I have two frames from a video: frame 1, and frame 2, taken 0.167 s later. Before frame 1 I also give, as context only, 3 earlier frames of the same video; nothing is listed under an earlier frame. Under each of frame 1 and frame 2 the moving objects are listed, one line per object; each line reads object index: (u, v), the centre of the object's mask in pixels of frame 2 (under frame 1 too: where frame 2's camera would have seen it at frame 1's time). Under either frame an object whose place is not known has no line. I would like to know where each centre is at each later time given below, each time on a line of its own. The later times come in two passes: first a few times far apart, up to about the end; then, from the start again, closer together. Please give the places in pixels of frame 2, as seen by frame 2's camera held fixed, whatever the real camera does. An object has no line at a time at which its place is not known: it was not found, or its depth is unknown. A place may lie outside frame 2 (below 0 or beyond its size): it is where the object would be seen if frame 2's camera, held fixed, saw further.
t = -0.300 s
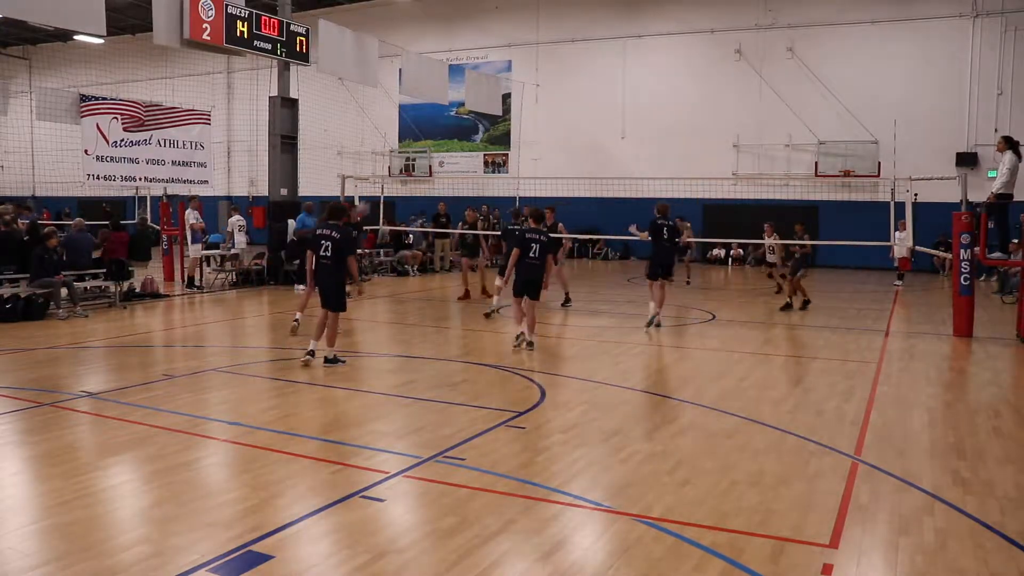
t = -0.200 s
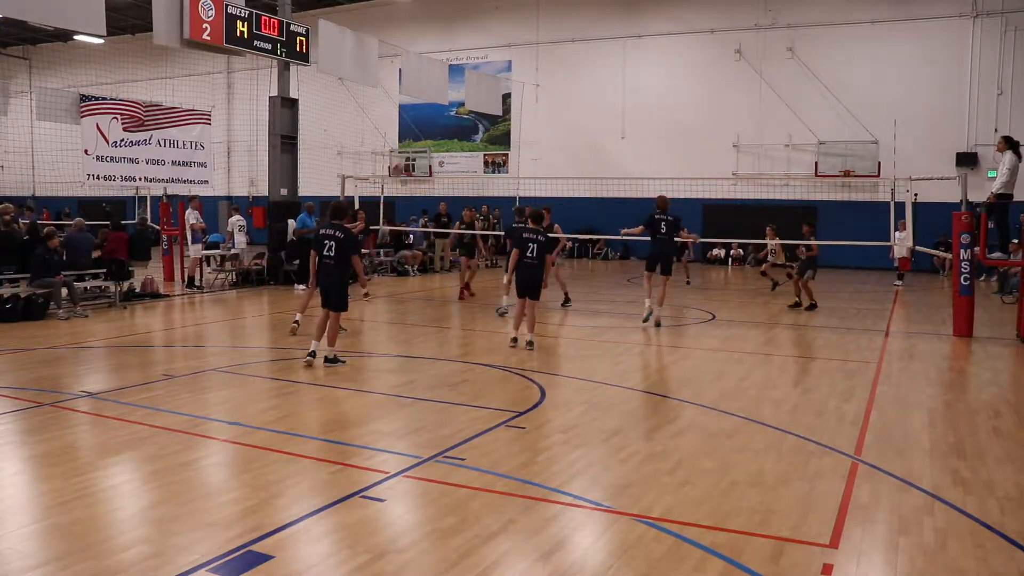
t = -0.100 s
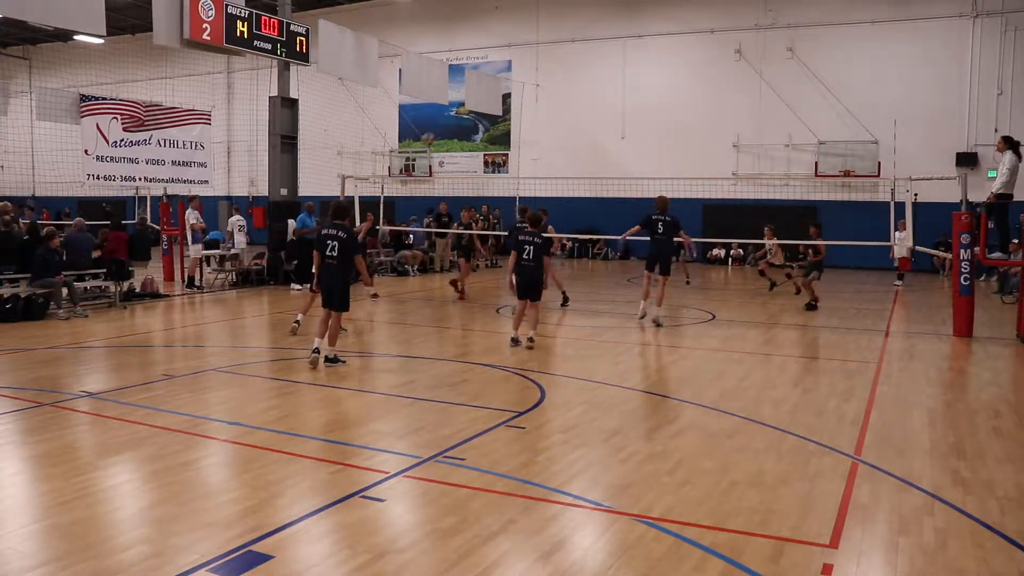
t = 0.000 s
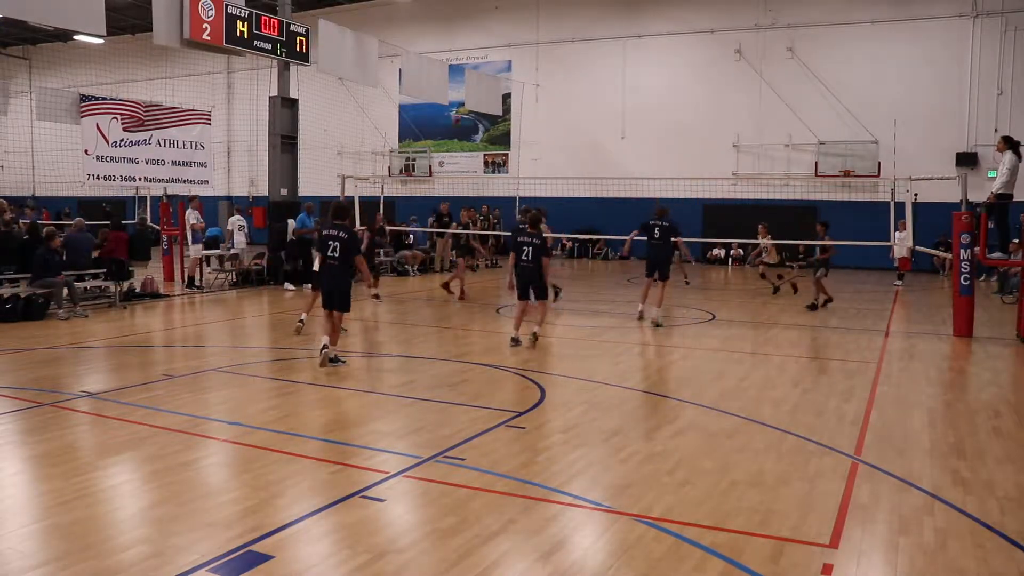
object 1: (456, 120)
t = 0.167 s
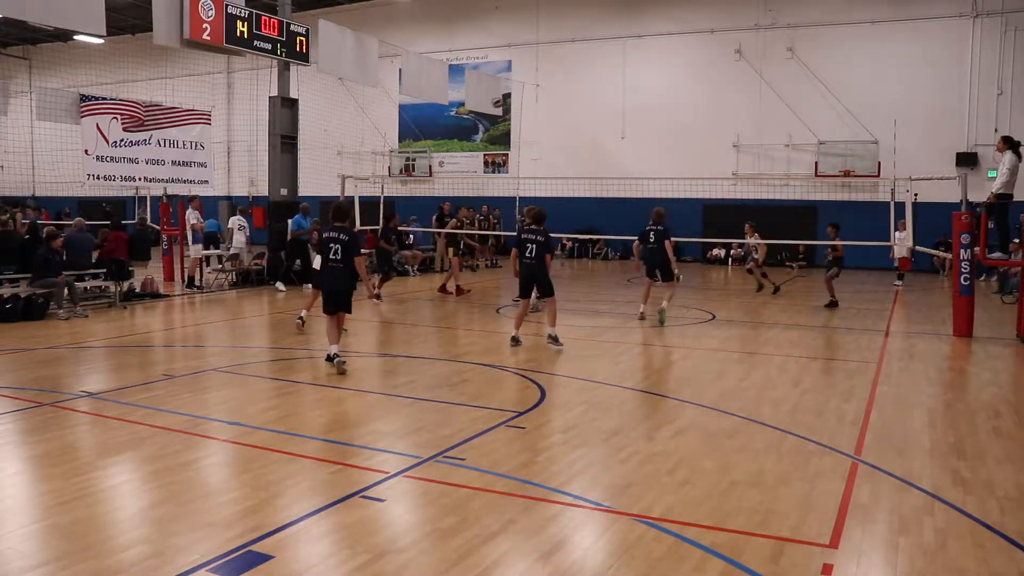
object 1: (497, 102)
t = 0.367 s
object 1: (539, 104)
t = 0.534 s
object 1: (569, 120)
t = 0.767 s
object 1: (603, 161)
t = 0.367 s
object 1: (539, 104)
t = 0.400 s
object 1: (545, 105)
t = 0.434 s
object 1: (551, 108)
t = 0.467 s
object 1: (557, 112)
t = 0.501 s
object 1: (563, 116)
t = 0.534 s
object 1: (569, 120)
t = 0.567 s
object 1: (574, 124)
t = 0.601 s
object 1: (579, 129)
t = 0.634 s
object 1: (585, 135)
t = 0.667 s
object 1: (590, 141)
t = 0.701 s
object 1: (594, 147)
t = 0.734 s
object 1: (598, 154)
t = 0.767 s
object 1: (603, 161)
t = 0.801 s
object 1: (607, 167)
